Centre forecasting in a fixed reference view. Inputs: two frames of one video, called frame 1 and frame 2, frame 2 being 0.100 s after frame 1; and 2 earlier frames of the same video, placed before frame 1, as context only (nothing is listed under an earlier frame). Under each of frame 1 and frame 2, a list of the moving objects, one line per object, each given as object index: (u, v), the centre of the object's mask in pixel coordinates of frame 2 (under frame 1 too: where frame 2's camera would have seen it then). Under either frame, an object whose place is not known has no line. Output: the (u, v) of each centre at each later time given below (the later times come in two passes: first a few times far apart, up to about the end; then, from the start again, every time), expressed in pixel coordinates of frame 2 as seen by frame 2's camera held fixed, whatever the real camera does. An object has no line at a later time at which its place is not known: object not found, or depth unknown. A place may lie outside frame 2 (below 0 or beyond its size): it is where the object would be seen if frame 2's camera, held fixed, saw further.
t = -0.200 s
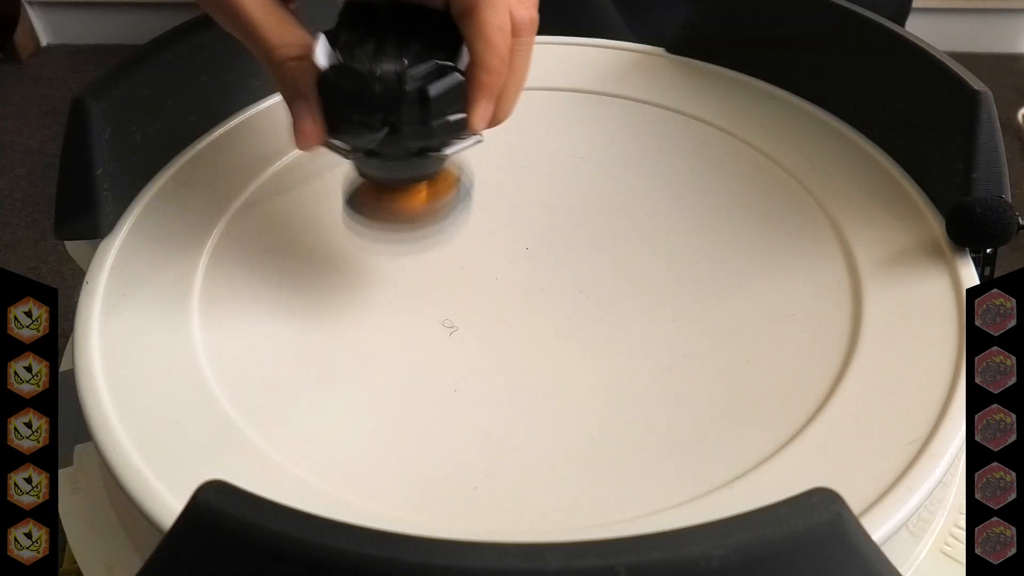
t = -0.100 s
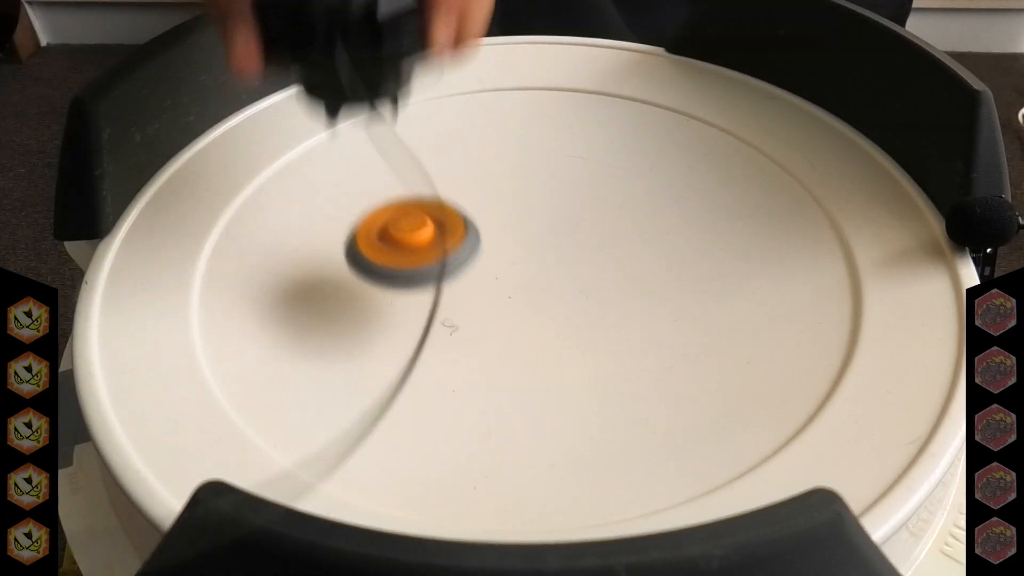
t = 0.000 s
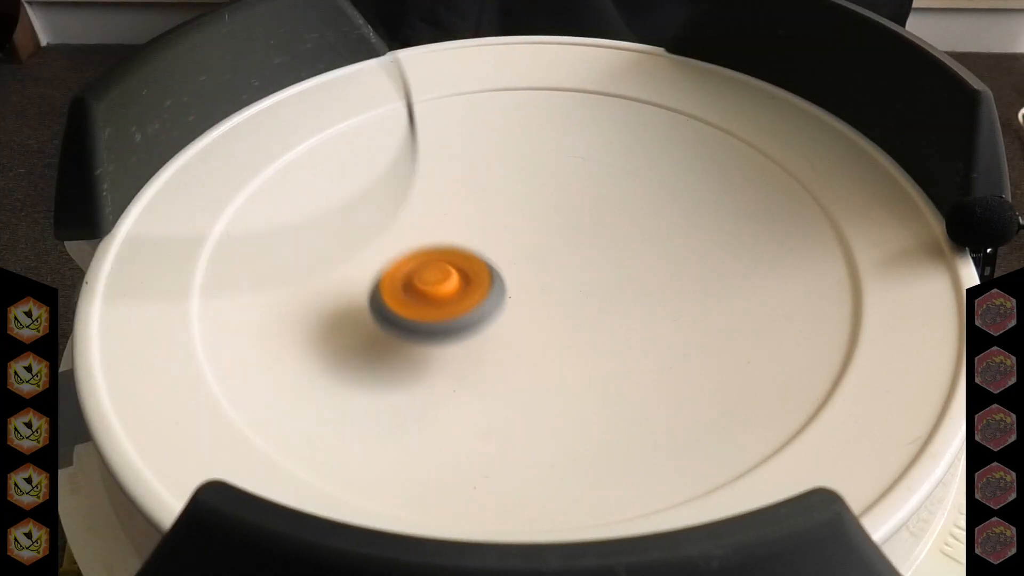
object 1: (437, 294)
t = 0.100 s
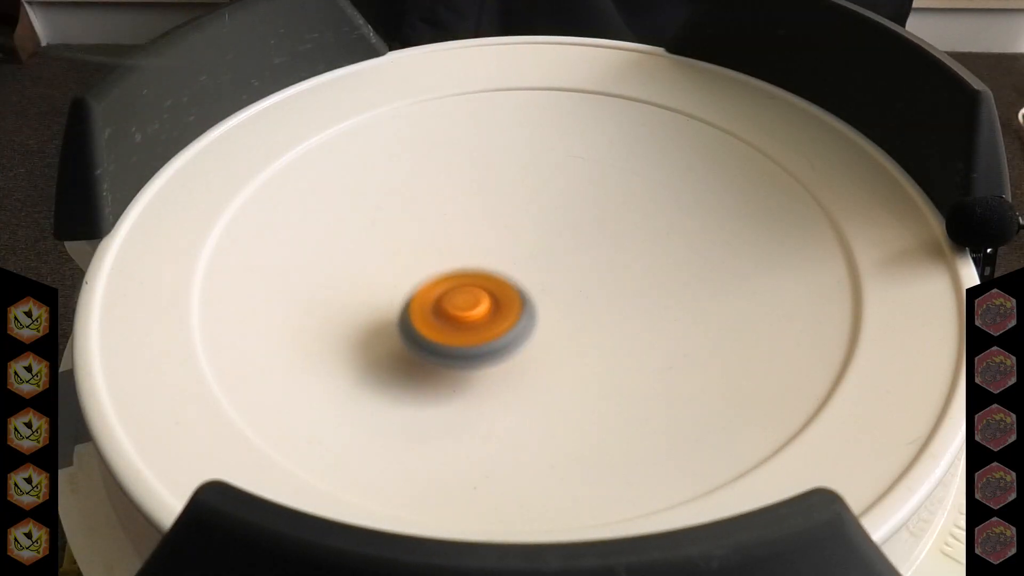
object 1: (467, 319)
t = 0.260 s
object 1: (534, 322)
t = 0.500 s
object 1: (575, 265)
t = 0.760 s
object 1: (494, 250)
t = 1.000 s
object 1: (473, 295)
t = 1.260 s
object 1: (532, 279)
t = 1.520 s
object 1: (494, 247)
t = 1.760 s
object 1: (478, 263)
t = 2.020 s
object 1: (503, 259)
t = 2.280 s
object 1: (496, 240)
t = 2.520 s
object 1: (499, 239)
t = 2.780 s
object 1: (507, 235)
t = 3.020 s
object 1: (513, 232)
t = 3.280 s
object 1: (517, 229)
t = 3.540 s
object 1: (520, 230)
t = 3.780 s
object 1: (526, 232)
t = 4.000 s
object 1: (531, 234)
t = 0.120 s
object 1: (474, 321)
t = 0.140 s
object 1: (483, 322)
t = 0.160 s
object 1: (492, 324)
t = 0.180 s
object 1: (500, 325)
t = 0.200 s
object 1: (508, 325)
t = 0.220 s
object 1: (517, 325)
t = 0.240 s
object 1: (525, 324)
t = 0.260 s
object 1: (534, 322)
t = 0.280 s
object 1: (542, 320)
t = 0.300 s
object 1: (550, 317)
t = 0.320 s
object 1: (557, 313)
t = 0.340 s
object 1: (563, 309)
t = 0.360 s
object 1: (569, 304)
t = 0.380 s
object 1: (573, 299)
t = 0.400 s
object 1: (576, 293)
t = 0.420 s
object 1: (578, 287)
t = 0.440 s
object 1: (579, 281)
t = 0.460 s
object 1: (579, 275)
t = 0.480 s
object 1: (577, 270)
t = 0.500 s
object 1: (575, 265)
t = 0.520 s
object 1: (571, 260)
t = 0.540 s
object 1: (567, 255)
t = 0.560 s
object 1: (561, 253)
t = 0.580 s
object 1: (555, 250)
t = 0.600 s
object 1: (549, 248)
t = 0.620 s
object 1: (541, 247)
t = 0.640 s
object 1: (534, 245)
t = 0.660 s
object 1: (527, 245)
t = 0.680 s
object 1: (520, 245)
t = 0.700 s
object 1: (513, 245)
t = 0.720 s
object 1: (506, 246)
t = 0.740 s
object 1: (500, 247)
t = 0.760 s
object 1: (494, 250)
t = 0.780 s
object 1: (488, 252)
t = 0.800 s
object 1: (483, 255)
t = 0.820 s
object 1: (479, 259)
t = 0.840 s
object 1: (474, 262)
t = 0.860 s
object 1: (471, 266)
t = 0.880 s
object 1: (469, 270)
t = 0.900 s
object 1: (467, 274)
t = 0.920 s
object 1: (467, 279)
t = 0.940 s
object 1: (467, 283)
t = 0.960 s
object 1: (468, 287)
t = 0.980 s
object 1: (470, 291)
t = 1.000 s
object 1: (473, 295)
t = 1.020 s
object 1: (477, 298)
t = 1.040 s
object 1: (483, 300)
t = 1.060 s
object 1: (488, 302)
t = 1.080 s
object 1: (494, 303)
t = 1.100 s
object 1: (500, 303)
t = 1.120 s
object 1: (506, 303)
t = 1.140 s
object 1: (512, 301)
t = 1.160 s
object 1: (517, 298)
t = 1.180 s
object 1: (522, 295)
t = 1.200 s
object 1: (526, 291)
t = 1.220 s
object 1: (528, 287)
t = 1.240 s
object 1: (531, 283)
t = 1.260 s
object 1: (532, 279)
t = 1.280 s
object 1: (532, 274)
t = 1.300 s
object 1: (532, 270)
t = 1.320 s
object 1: (530, 266)
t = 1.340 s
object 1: (529, 262)
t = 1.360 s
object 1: (526, 259)
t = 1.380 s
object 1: (522, 257)
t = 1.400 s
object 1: (519, 254)
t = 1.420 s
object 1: (515, 252)
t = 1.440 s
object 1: (511, 250)
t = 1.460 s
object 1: (506, 249)
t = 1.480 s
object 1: (502, 248)
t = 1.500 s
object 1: (498, 247)
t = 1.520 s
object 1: (494, 247)
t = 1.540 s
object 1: (491, 247)
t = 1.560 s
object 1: (487, 247)
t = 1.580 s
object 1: (484, 248)
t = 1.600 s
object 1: (482, 249)
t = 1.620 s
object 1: (480, 250)
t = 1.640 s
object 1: (478, 252)
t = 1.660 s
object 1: (477, 253)
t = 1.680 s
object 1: (476, 255)
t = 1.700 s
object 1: (476, 257)
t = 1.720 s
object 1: (476, 259)
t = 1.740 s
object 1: (476, 261)
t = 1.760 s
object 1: (478, 263)
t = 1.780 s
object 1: (479, 264)
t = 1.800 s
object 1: (481, 265)
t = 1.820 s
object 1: (482, 266)
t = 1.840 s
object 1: (485, 267)
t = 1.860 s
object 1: (487, 267)
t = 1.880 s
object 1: (489, 267)
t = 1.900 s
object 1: (492, 266)
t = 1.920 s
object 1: (494, 266)
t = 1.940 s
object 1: (496, 265)
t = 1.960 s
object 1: (499, 264)
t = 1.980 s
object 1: (500, 263)
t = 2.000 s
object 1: (502, 261)
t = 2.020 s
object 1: (503, 259)
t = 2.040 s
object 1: (504, 257)
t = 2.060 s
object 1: (505, 255)
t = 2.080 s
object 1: (505, 253)
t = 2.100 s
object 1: (505, 251)
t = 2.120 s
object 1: (504, 249)
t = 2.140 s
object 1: (504, 248)
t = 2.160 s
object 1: (503, 246)
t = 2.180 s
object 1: (502, 245)
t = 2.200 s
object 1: (501, 243)
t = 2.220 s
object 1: (499, 243)
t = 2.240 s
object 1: (498, 242)
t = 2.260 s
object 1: (497, 241)
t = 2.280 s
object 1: (496, 240)
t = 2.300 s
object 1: (496, 240)
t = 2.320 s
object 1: (495, 240)
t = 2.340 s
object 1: (495, 240)
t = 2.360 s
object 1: (495, 239)
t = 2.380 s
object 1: (495, 239)
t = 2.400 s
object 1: (495, 240)
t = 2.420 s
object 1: (496, 239)
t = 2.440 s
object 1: (497, 239)
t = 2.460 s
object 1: (497, 239)
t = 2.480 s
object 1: (498, 239)
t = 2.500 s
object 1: (498, 239)
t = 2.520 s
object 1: (499, 239)
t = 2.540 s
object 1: (500, 239)
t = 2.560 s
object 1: (500, 239)
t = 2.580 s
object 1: (501, 239)
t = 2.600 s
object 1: (501, 239)
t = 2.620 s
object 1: (502, 239)
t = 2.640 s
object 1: (503, 238)
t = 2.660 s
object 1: (503, 238)
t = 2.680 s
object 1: (504, 238)
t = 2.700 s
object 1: (505, 237)
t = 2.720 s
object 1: (505, 237)
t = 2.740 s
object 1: (506, 236)
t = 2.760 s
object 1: (507, 236)
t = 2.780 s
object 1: (507, 235)
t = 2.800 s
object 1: (508, 235)
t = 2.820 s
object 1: (509, 235)
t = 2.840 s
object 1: (509, 234)
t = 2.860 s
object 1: (510, 234)
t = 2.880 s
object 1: (510, 234)
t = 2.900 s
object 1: (510, 234)
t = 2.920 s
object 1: (511, 233)
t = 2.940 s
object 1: (512, 233)
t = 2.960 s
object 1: (512, 233)
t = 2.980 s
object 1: (513, 232)
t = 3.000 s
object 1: (513, 232)
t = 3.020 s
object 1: (513, 232)
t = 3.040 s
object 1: (514, 232)
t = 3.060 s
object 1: (514, 232)
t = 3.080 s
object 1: (514, 231)
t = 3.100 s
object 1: (515, 231)
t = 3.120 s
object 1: (515, 230)
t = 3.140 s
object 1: (515, 231)
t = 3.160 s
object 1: (515, 230)
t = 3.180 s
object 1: (515, 230)
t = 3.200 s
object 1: (516, 230)
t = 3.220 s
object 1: (516, 229)
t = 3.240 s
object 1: (516, 229)
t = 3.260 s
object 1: (516, 229)
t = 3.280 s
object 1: (517, 229)
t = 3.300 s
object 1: (517, 229)
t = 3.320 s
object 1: (517, 229)
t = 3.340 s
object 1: (517, 229)
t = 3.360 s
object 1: (518, 230)
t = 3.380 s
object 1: (518, 229)
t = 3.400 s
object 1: (518, 229)
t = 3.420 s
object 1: (518, 230)
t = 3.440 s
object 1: (518, 230)
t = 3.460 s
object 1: (519, 230)
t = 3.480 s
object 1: (519, 230)
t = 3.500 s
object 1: (519, 230)
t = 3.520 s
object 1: (520, 230)
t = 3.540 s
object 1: (520, 230)
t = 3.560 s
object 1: (521, 230)
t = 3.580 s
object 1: (521, 231)
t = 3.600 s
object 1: (522, 231)
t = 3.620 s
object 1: (522, 231)
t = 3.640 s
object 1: (523, 231)
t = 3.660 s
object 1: (523, 231)
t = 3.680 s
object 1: (524, 231)
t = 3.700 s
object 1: (524, 231)
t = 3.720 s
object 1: (525, 232)
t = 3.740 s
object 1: (525, 232)
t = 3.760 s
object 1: (526, 232)
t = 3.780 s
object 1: (526, 232)
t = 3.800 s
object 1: (527, 232)
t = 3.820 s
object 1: (527, 232)
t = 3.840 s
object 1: (528, 233)
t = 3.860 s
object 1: (528, 233)
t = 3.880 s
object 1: (529, 233)
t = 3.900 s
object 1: (529, 234)
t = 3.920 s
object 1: (529, 233)
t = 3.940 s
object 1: (530, 234)
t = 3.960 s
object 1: (530, 234)
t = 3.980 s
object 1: (531, 234)
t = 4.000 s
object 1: (531, 234)
